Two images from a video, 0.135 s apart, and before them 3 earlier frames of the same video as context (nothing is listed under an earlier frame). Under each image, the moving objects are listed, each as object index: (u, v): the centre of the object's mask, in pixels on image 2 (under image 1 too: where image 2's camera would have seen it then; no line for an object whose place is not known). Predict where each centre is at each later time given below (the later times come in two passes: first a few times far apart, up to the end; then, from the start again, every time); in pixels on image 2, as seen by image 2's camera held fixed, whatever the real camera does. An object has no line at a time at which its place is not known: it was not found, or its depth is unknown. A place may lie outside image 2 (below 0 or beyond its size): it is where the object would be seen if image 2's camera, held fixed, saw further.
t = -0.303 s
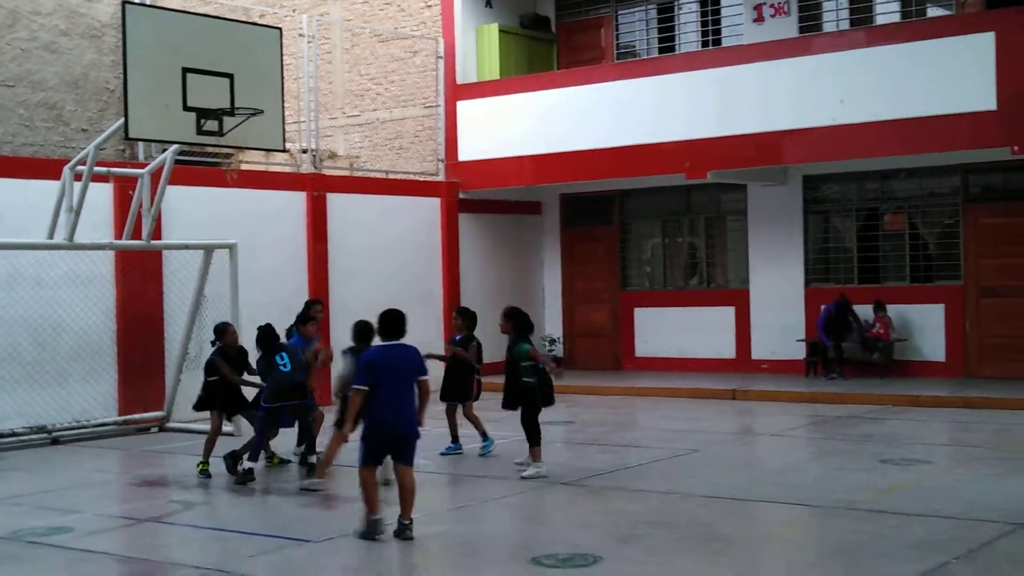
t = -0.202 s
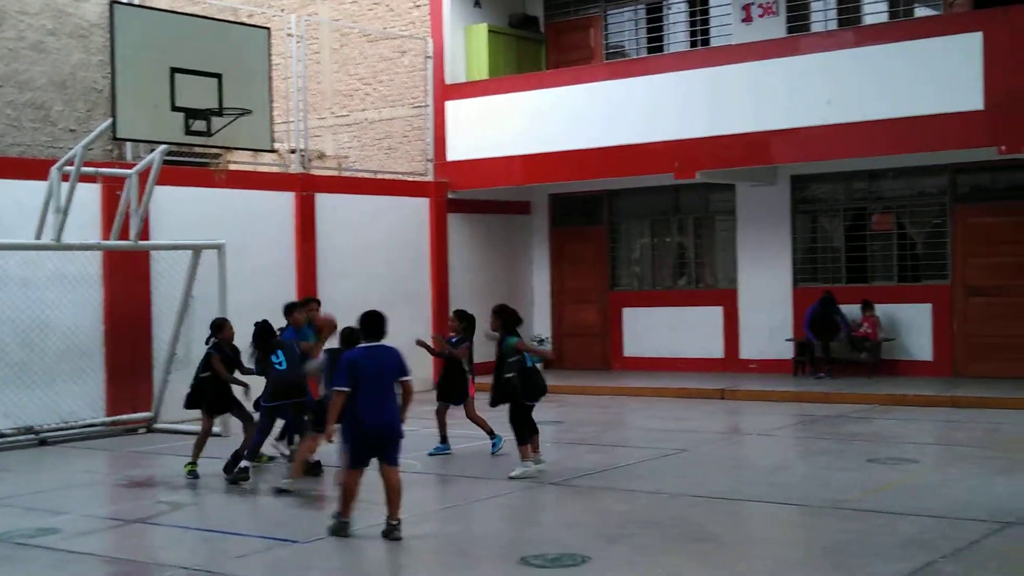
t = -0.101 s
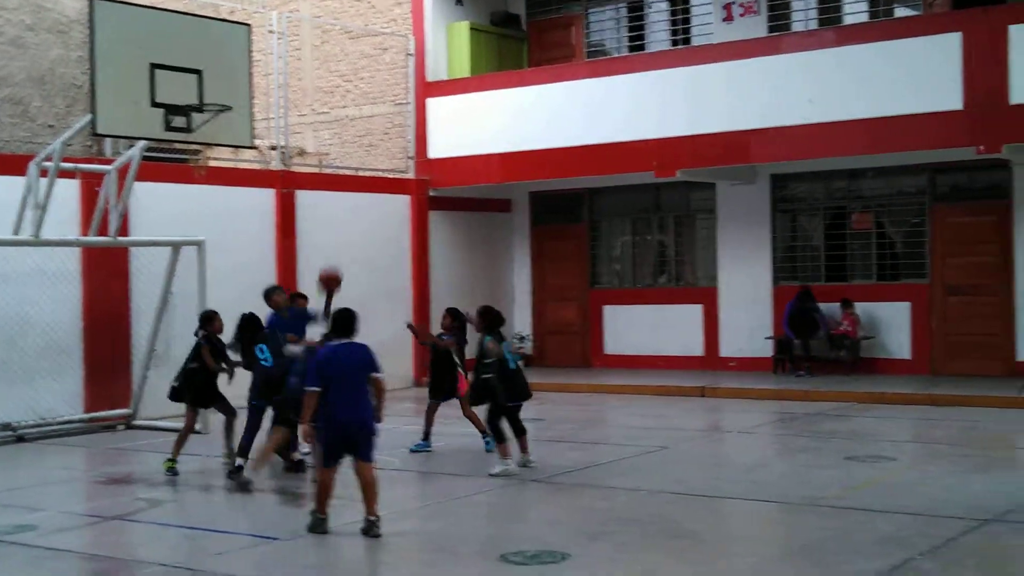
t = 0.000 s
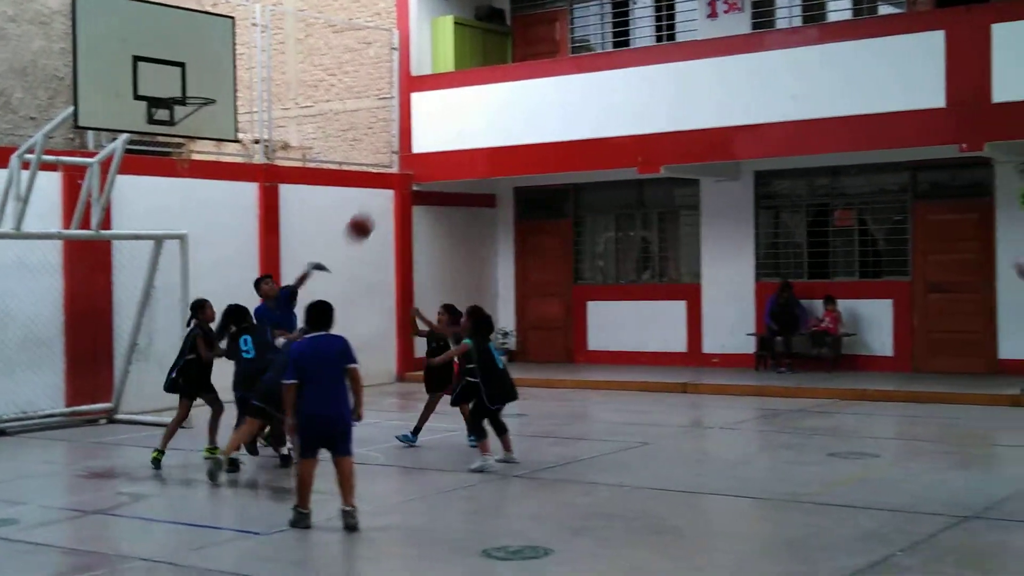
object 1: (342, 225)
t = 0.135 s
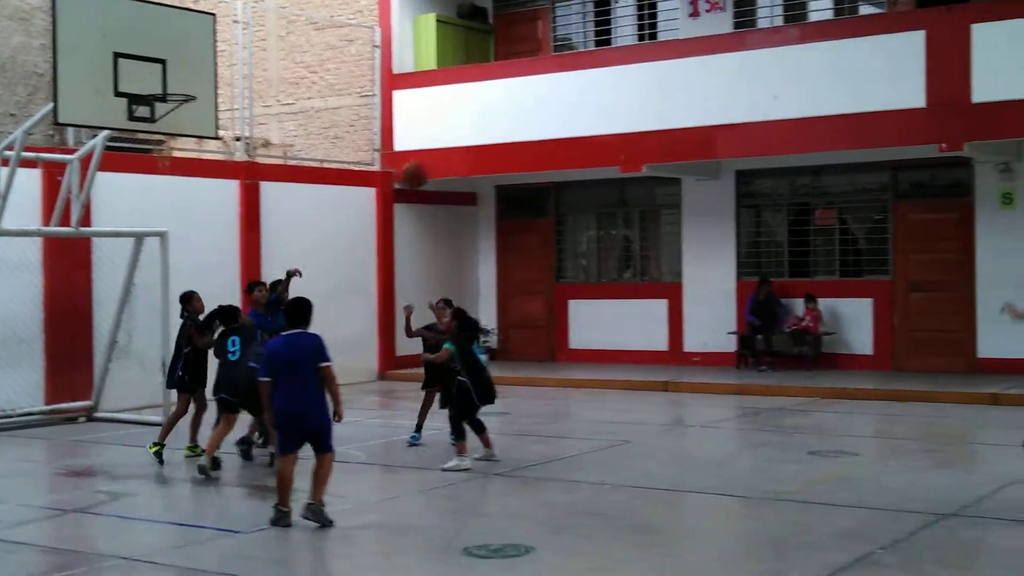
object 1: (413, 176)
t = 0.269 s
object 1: (494, 146)
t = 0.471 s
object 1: (631, 139)
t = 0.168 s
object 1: (432, 167)
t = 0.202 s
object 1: (453, 159)
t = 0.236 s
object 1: (473, 151)
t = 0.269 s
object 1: (494, 146)
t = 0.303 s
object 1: (515, 141)
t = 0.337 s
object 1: (537, 138)
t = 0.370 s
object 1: (559, 136)
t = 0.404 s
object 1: (584, 135)
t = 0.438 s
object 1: (607, 136)
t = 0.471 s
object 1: (631, 139)
